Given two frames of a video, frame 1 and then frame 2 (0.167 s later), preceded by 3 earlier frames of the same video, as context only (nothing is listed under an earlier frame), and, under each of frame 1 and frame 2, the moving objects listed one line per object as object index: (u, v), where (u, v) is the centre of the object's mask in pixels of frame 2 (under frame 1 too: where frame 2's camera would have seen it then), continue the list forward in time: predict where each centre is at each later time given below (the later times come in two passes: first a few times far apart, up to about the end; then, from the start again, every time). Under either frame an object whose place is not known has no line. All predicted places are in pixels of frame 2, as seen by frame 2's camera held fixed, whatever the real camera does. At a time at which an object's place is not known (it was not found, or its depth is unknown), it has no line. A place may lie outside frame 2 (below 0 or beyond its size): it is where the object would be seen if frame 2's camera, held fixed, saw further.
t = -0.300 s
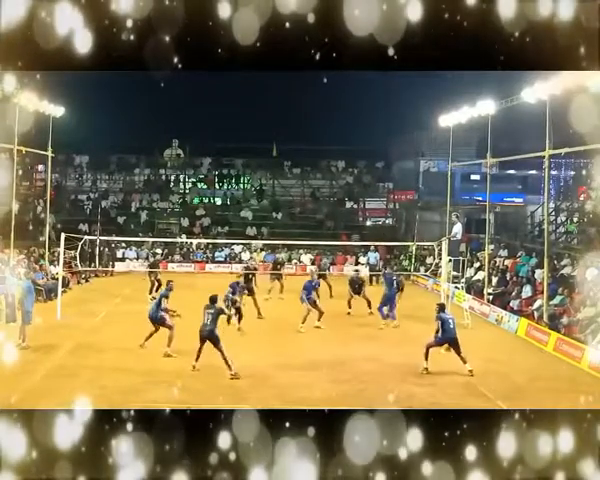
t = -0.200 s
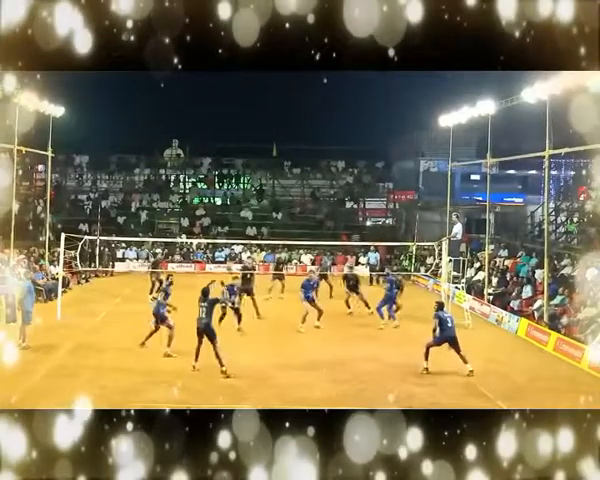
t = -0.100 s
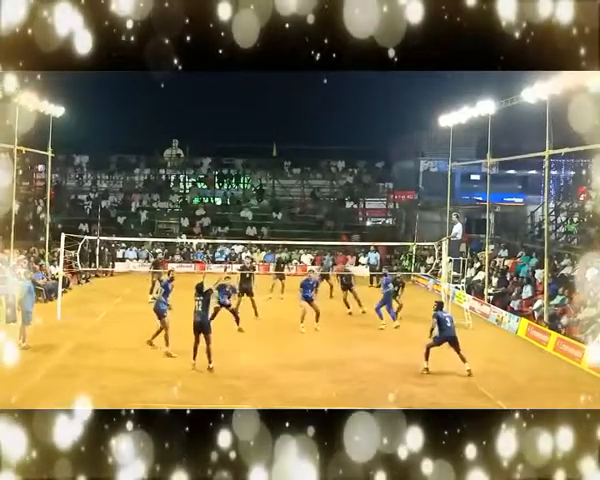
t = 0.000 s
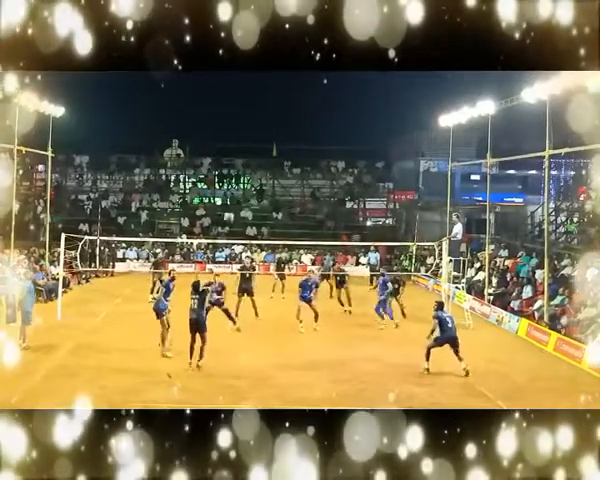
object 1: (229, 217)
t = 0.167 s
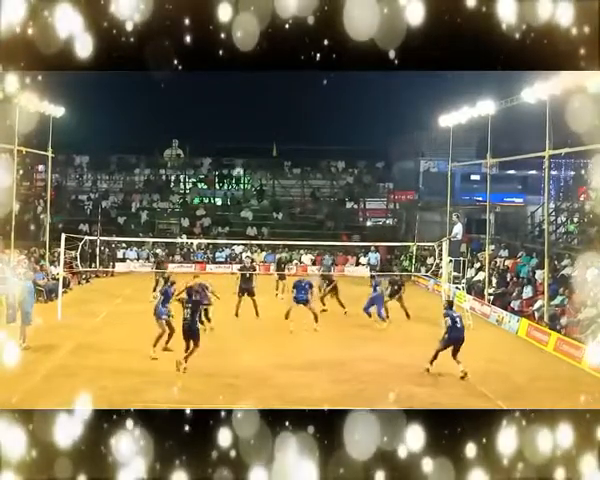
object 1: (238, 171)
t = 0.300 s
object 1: (245, 147)
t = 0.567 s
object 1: (256, 119)
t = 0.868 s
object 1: (268, 125)
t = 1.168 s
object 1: (277, 166)
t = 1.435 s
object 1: (286, 230)
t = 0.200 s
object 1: (239, 165)
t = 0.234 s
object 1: (241, 159)
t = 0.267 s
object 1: (243, 152)
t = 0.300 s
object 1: (245, 147)
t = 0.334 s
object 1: (246, 141)
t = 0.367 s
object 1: (248, 137)
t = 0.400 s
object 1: (249, 133)
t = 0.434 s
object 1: (251, 129)
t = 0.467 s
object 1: (252, 125)
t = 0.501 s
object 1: (254, 123)
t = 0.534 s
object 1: (255, 120)
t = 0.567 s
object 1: (256, 119)
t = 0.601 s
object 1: (258, 117)
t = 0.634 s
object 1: (259, 117)
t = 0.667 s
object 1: (261, 116)
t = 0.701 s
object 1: (262, 117)
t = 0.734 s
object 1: (263, 117)
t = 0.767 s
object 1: (264, 119)
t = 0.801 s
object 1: (266, 120)
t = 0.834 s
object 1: (267, 122)
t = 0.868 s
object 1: (268, 125)
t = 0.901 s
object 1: (269, 128)
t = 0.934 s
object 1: (270, 131)
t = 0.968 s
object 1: (272, 135)
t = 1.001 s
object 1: (272, 139)
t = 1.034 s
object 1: (273, 144)
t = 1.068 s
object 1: (274, 149)
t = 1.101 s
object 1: (275, 154)
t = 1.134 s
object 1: (276, 160)
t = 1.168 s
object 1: (277, 166)
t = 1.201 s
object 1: (278, 173)
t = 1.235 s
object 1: (279, 180)
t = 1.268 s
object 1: (281, 187)
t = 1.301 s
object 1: (281, 195)
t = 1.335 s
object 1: (282, 203)
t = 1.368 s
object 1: (283, 213)
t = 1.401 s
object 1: (285, 221)
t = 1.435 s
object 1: (286, 230)
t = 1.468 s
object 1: (286, 239)
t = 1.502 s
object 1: (287, 249)
